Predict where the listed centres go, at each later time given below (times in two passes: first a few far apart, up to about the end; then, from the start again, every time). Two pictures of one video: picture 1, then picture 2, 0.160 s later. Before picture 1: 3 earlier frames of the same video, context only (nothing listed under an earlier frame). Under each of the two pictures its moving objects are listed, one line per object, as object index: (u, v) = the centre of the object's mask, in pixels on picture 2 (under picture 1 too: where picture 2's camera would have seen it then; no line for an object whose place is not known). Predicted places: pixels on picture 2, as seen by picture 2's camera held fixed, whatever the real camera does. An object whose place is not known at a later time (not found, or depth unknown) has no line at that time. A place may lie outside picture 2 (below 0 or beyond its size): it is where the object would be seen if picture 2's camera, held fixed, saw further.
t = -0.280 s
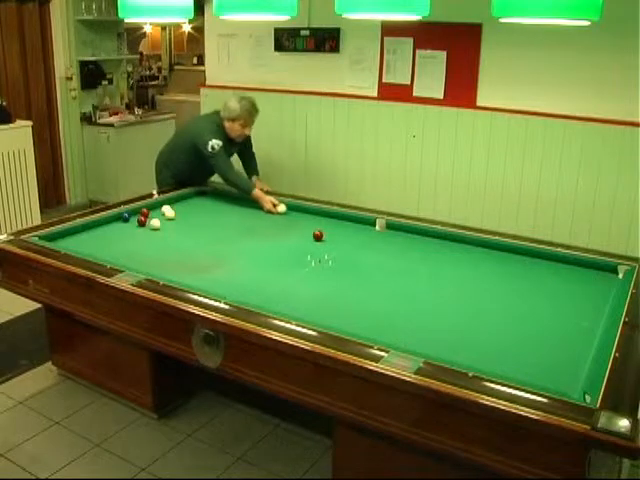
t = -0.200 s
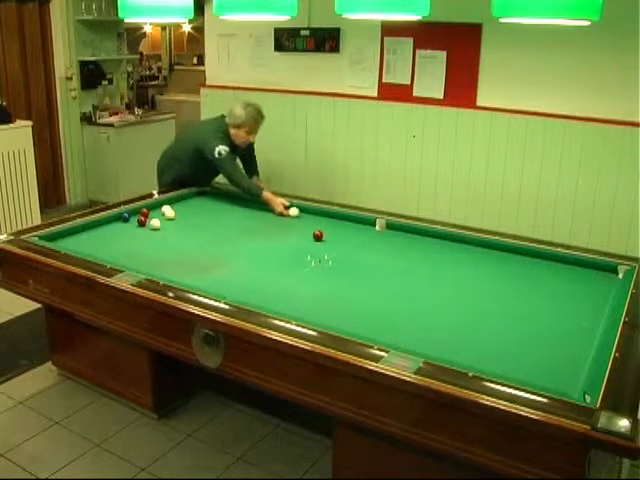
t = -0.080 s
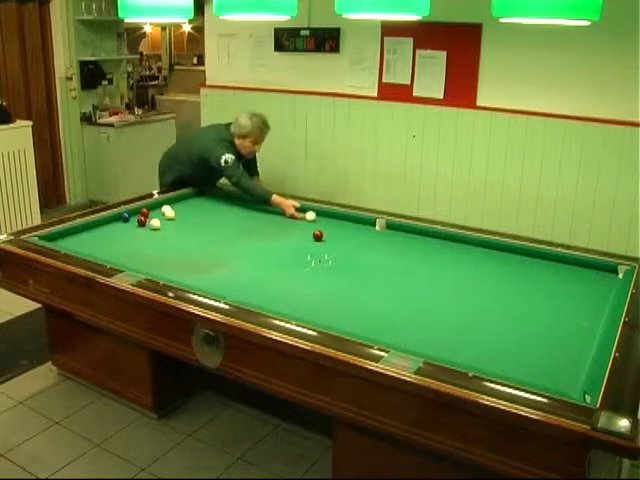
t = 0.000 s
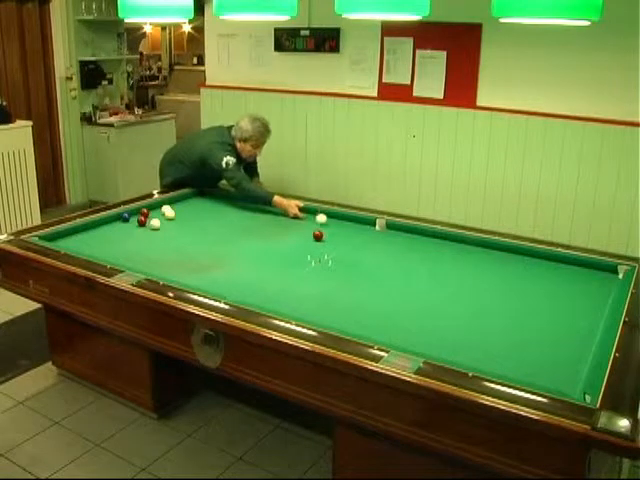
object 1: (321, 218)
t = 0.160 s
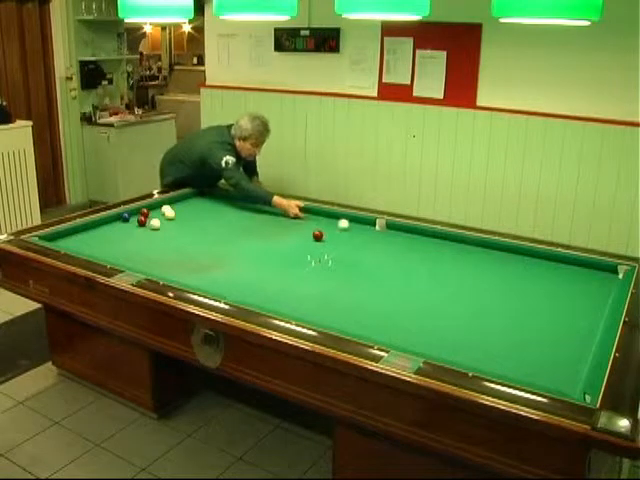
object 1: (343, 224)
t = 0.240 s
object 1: (354, 227)
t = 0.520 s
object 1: (396, 238)
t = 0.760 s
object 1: (435, 247)
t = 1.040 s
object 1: (483, 259)
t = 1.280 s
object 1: (527, 271)
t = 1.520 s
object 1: (573, 282)
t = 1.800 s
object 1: (595, 289)
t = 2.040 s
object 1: (564, 284)
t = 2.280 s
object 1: (534, 279)
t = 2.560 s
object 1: (501, 274)
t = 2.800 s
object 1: (474, 269)
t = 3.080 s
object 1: (445, 264)
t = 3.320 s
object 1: (420, 260)
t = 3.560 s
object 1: (397, 257)
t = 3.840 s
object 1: (372, 253)
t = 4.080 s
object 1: (351, 249)
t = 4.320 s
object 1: (331, 246)
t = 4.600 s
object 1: (309, 242)
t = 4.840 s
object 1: (292, 239)
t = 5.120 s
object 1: (273, 236)
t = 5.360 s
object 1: (257, 233)
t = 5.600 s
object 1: (242, 230)
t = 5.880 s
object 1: (227, 227)
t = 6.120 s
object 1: (215, 226)
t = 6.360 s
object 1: (201, 223)
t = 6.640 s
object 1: (189, 220)
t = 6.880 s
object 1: (177, 218)
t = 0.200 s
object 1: (348, 225)
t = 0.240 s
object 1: (354, 227)
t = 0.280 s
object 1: (360, 229)
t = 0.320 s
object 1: (366, 230)
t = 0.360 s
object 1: (372, 232)
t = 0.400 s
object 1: (377, 233)
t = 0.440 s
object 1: (384, 234)
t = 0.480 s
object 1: (390, 236)
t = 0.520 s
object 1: (396, 238)
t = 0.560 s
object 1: (403, 239)
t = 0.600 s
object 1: (409, 241)
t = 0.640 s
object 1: (415, 242)
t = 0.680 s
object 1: (422, 244)
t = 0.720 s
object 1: (428, 246)
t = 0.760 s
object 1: (435, 247)
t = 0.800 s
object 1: (441, 249)
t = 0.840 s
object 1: (448, 250)
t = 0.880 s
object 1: (455, 252)
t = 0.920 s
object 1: (462, 254)
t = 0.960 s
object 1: (469, 256)
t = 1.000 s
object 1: (476, 258)
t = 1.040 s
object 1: (483, 259)
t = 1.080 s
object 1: (490, 261)
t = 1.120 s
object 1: (497, 263)
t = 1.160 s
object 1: (505, 265)
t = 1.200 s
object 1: (512, 267)
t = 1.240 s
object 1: (519, 269)
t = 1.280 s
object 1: (527, 271)
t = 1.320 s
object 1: (535, 273)
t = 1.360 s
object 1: (542, 274)
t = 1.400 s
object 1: (550, 277)
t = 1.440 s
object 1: (558, 278)
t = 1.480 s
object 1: (565, 281)
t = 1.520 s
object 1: (573, 282)
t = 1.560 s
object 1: (582, 284)
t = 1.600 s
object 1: (590, 287)
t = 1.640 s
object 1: (598, 289)
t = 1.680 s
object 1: (606, 291)
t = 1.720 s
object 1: (606, 291)
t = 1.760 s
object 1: (600, 290)
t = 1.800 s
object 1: (595, 289)
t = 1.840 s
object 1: (589, 288)
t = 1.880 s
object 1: (584, 287)
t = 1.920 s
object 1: (579, 287)
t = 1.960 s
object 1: (574, 286)
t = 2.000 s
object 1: (569, 285)
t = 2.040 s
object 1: (564, 284)
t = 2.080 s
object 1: (559, 283)
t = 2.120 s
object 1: (553, 282)
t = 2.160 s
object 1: (549, 281)
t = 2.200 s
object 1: (544, 281)
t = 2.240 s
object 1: (539, 280)
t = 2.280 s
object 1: (534, 279)
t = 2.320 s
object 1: (529, 279)
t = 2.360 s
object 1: (525, 278)
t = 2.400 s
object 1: (520, 277)
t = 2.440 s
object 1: (515, 276)
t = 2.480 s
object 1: (510, 275)
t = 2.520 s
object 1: (505, 275)
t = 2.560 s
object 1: (501, 274)
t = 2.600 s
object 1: (496, 273)
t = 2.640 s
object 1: (492, 273)
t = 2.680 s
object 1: (488, 272)
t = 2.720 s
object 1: (483, 271)
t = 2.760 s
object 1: (479, 270)
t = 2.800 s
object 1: (474, 269)
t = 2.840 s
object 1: (470, 269)
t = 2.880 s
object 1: (466, 268)
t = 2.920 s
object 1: (462, 267)
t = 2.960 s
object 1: (457, 266)
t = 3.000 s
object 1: (453, 266)
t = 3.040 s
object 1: (449, 265)
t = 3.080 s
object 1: (445, 264)
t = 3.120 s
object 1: (440, 264)
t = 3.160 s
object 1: (437, 263)
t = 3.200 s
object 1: (432, 263)
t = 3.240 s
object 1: (429, 262)
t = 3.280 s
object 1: (424, 261)
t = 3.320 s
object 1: (420, 260)
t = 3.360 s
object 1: (416, 260)
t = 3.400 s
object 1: (413, 259)
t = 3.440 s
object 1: (409, 258)
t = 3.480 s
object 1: (405, 258)
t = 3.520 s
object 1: (401, 257)
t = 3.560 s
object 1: (397, 257)
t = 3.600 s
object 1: (393, 256)
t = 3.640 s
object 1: (390, 255)
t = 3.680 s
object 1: (387, 255)
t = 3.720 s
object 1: (383, 254)
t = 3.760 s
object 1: (379, 254)
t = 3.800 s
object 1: (375, 253)
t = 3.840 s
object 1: (372, 253)
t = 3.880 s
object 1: (368, 252)
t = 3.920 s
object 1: (365, 251)
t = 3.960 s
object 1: (361, 250)
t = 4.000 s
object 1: (358, 250)
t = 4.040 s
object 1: (354, 249)
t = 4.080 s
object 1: (351, 249)
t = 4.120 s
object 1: (348, 248)
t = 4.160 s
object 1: (344, 248)
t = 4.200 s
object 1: (341, 247)
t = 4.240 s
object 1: (338, 246)
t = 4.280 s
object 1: (335, 246)
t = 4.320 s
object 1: (331, 246)
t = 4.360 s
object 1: (328, 245)
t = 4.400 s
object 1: (325, 244)
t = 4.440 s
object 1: (322, 244)
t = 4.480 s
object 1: (319, 243)
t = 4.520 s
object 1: (316, 242)
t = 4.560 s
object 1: (312, 242)
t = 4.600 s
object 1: (309, 242)
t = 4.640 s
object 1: (306, 241)
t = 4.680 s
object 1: (304, 240)
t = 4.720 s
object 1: (301, 240)
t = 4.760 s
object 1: (298, 239)
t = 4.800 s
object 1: (295, 239)
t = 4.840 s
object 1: (292, 239)
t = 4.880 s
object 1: (289, 238)
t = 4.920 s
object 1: (286, 238)
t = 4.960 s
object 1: (284, 237)
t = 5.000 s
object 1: (281, 237)
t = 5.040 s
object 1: (278, 236)
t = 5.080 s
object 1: (275, 236)
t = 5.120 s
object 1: (273, 236)
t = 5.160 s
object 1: (270, 235)
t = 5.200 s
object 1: (268, 235)
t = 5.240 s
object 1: (265, 234)
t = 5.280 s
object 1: (262, 233)
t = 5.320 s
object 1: (260, 233)
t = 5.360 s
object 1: (257, 233)
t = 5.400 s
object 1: (255, 232)
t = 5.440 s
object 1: (253, 232)
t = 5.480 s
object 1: (250, 231)
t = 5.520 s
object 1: (247, 231)
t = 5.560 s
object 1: (245, 230)
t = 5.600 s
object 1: (242, 230)
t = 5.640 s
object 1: (240, 230)
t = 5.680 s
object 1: (238, 229)
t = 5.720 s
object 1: (236, 229)
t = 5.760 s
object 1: (233, 229)
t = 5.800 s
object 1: (231, 228)
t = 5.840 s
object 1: (229, 228)
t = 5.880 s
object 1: (227, 227)
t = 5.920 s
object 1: (225, 227)
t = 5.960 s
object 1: (223, 227)
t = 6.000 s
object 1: (220, 227)
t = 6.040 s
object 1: (218, 226)
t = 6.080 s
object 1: (216, 226)
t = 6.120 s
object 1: (215, 226)
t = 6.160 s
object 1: (212, 225)
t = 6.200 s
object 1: (209, 224)
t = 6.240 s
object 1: (208, 224)
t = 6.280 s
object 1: (205, 224)
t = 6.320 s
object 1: (203, 223)
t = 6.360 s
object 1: (201, 223)
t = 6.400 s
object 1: (199, 222)
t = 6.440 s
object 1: (197, 222)
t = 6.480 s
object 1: (196, 222)
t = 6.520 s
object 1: (194, 222)
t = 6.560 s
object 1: (193, 221)
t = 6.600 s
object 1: (190, 220)
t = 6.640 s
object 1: (189, 220)
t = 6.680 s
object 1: (186, 220)
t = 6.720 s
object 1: (185, 220)
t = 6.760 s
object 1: (182, 219)
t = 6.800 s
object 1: (181, 219)
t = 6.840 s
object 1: (179, 219)
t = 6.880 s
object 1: (177, 218)
